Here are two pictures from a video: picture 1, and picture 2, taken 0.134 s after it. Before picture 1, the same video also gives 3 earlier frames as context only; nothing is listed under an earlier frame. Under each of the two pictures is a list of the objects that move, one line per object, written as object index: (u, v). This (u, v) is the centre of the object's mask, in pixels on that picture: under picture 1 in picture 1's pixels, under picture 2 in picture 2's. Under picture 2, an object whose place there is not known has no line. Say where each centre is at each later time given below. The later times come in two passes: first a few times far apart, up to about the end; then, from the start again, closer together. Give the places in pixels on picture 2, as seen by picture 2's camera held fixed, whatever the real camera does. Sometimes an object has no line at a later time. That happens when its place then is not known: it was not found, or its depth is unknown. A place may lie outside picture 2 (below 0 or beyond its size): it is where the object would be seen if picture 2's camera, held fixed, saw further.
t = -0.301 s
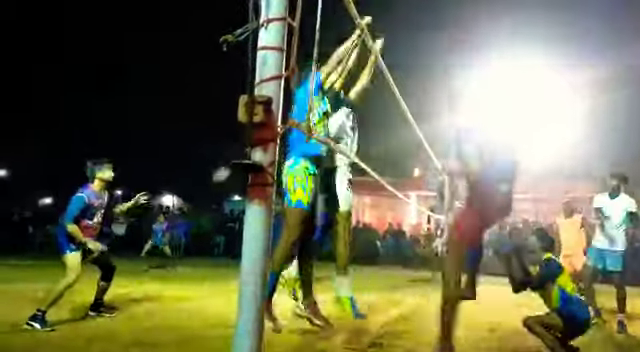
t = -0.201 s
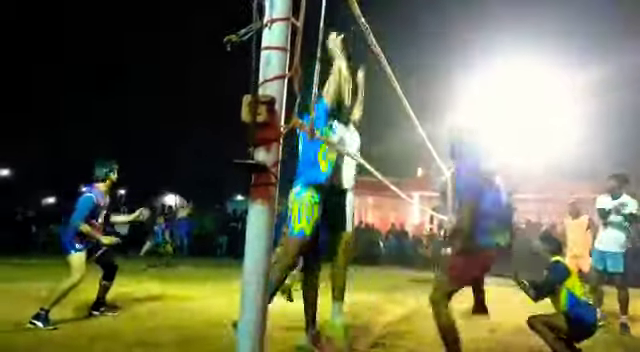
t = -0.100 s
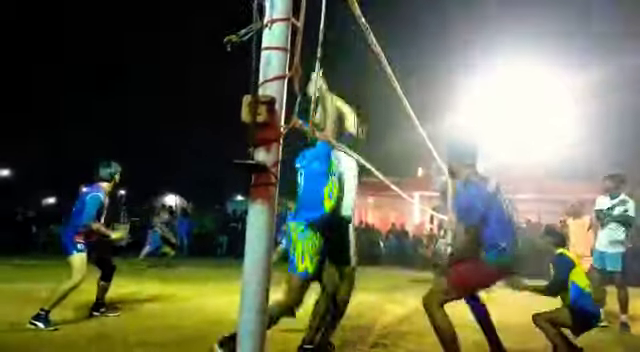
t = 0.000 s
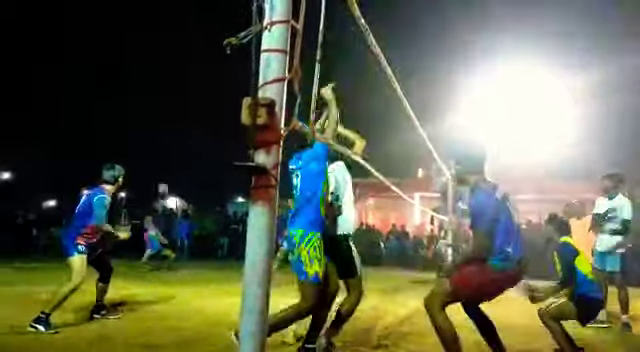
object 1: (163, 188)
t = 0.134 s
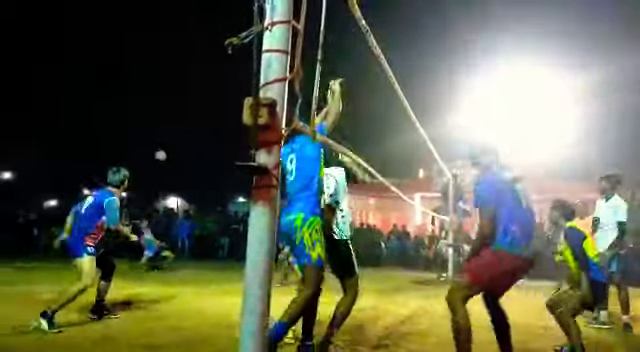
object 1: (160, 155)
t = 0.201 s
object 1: (157, 140)
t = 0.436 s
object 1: (149, 103)
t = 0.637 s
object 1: (139, 88)
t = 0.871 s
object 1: (124, 96)
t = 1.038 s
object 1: (110, 120)
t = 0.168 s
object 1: (159, 148)
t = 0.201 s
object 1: (157, 140)
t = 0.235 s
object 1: (156, 134)
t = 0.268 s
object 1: (155, 128)
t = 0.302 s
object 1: (154, 122)
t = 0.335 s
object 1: (153, 116)
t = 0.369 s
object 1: (152, 111)
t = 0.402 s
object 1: (150, 107)
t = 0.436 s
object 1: (149, 103)
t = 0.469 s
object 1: (148, 100)
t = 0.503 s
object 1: (146, 96)
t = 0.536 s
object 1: (145, 94)
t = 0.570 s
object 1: (142, 91)
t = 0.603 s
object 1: (141, 90)
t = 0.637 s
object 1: (139, 88)
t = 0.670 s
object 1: (137, 88)
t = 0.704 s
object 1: (135, 87)
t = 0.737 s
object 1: (133, 88)
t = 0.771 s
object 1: (131, 88)
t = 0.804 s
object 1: (128, 90)
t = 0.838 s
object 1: (126, 93)
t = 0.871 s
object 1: (124, 96)
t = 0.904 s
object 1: (121, 100)
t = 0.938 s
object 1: (118, 103)
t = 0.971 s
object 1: (116, 108)
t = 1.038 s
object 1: (110, 120)
